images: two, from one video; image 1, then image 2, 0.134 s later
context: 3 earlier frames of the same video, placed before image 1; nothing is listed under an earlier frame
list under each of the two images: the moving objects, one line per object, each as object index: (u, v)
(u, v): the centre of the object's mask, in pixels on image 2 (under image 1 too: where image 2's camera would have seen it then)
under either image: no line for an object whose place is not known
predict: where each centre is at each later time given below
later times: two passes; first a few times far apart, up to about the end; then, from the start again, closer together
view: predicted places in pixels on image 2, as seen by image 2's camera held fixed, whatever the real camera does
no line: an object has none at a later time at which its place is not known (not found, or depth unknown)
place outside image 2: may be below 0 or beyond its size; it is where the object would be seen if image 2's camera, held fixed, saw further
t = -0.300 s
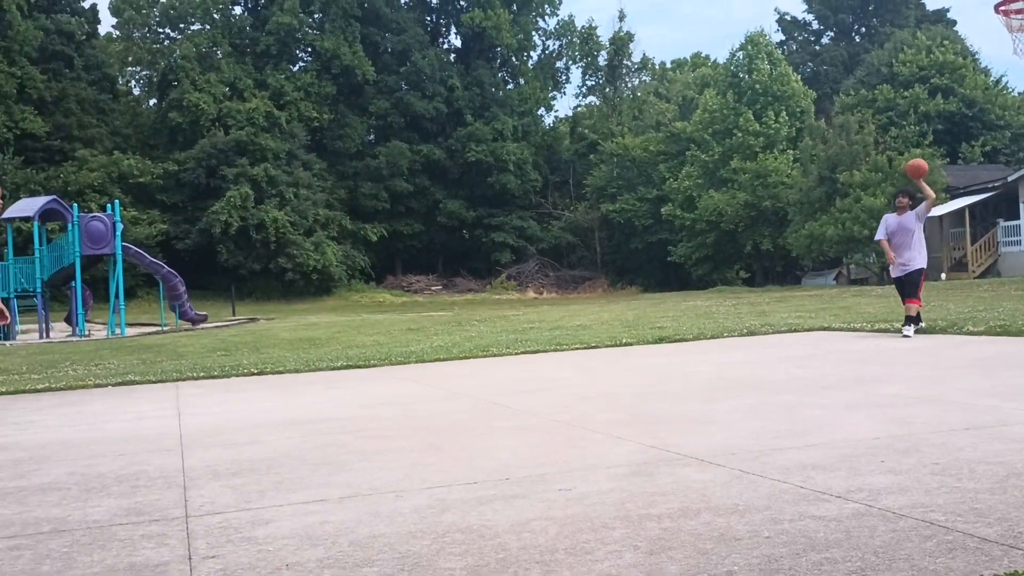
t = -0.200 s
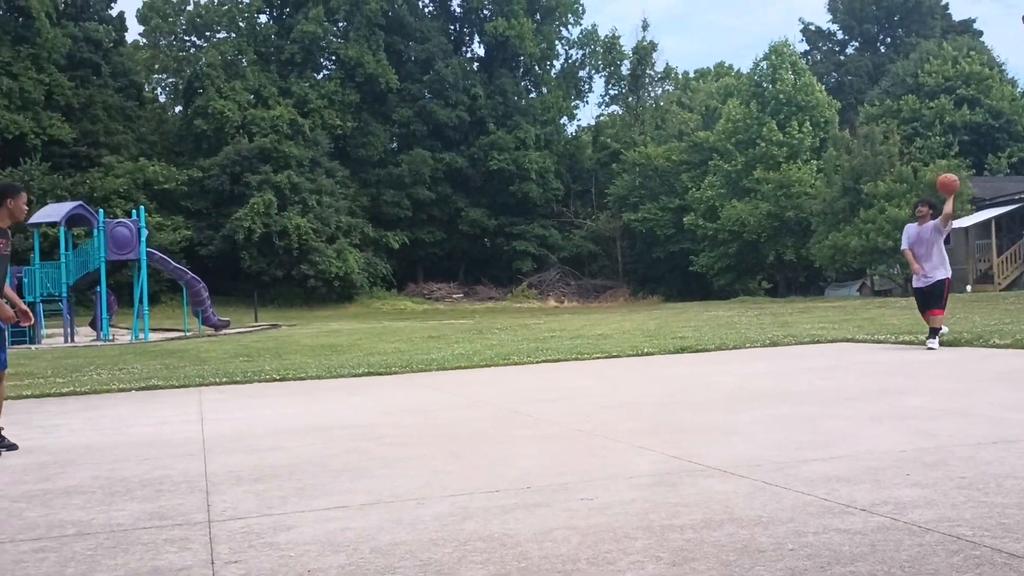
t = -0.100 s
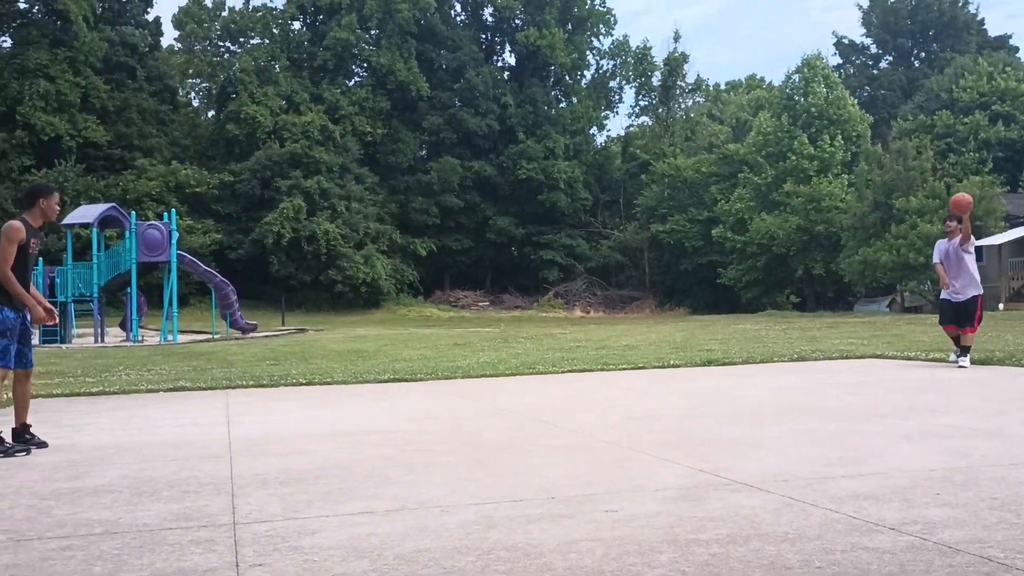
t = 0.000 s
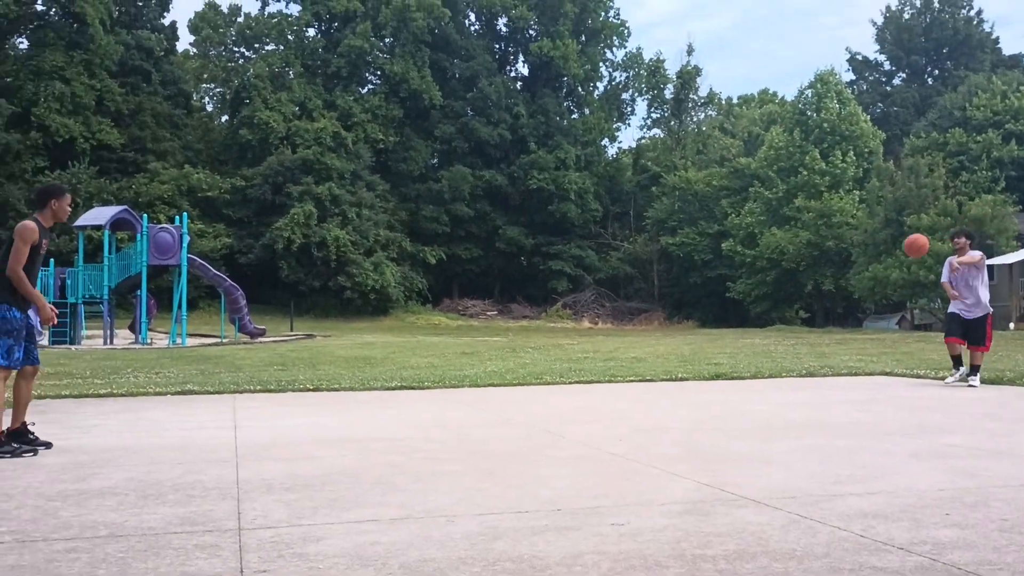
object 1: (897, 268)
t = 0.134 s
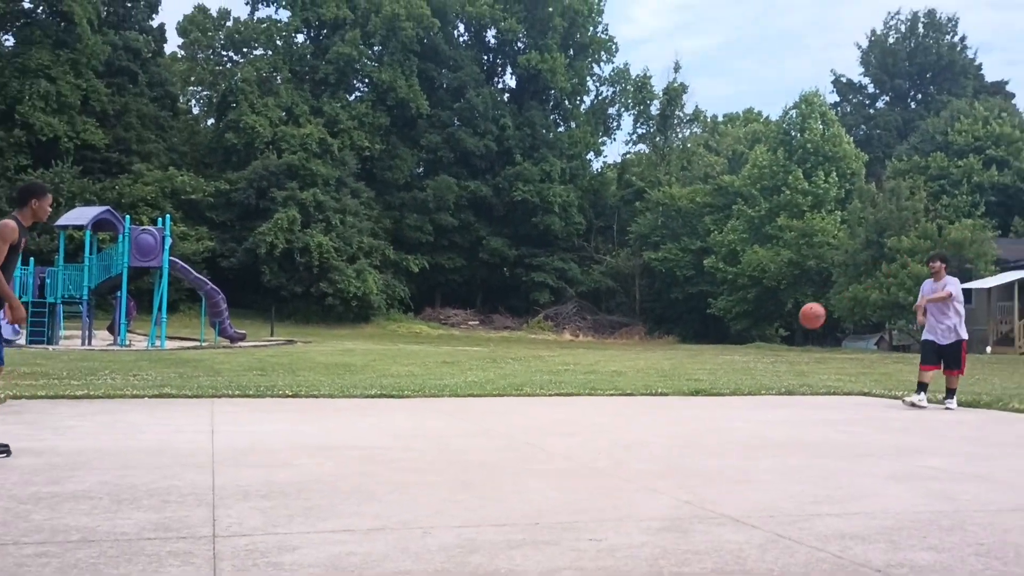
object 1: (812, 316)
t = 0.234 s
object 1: (741, 368)
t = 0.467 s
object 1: (625, 322)
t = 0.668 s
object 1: (542, 247)
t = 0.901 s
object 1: (432, 215)
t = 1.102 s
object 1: (322, 246)
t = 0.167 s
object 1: (790, 331)
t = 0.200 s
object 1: (766, 348)
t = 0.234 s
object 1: (741, 368)
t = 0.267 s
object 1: (715, 390)
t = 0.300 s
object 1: (687, 413)
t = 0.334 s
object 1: (675, 397)
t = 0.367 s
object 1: (663, 377)
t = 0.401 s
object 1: (651, 358)
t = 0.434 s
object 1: (638, 340)
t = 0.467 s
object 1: (625, 322)
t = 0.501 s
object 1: (612, 307)
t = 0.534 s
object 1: (598, 292)
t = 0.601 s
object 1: (571, 267)
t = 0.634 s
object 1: (557, 256)
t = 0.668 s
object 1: (542, 247)
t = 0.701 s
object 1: (528, 239)
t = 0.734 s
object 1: (513, 230)
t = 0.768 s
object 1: (497, 225)
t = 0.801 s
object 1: (481, 221)
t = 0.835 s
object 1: (465, 218)
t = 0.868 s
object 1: (448, 216)
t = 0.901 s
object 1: (432, 215)
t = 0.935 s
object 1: (415, 216)
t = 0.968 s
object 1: (397, 219)
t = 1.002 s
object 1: (379, 223)
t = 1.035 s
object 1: (361, 228)
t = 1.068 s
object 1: (342, 235)
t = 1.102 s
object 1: (322, 246)
